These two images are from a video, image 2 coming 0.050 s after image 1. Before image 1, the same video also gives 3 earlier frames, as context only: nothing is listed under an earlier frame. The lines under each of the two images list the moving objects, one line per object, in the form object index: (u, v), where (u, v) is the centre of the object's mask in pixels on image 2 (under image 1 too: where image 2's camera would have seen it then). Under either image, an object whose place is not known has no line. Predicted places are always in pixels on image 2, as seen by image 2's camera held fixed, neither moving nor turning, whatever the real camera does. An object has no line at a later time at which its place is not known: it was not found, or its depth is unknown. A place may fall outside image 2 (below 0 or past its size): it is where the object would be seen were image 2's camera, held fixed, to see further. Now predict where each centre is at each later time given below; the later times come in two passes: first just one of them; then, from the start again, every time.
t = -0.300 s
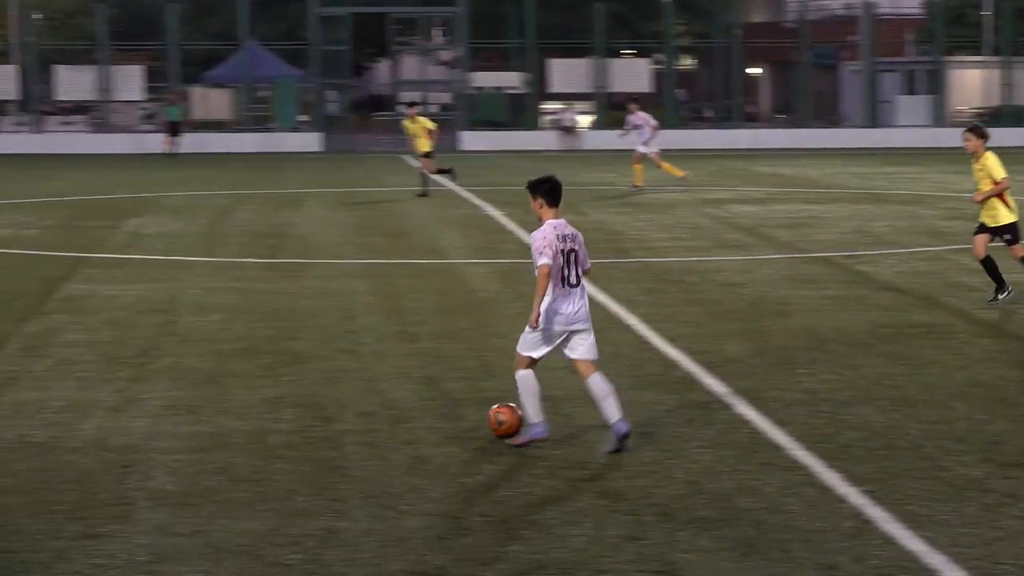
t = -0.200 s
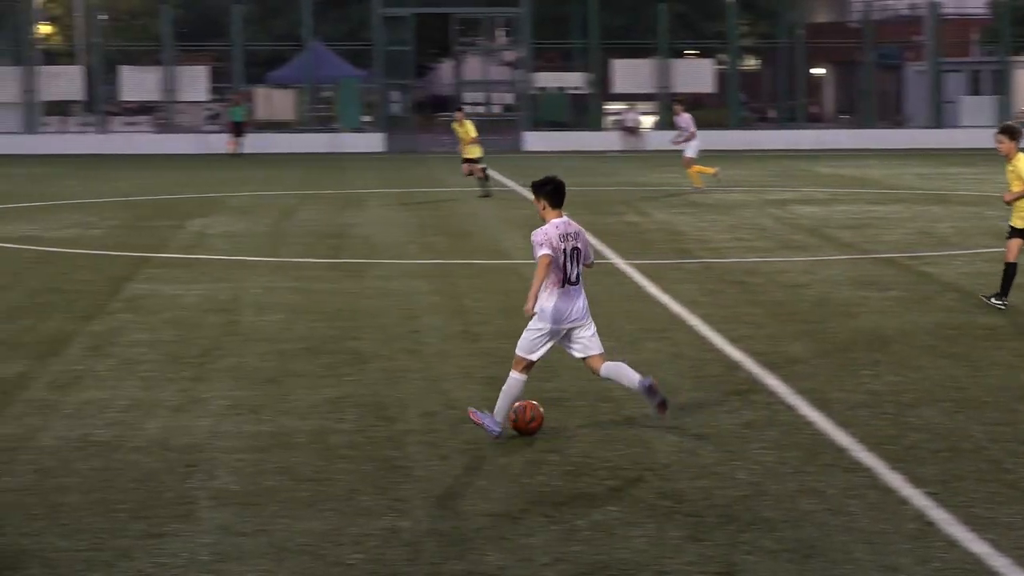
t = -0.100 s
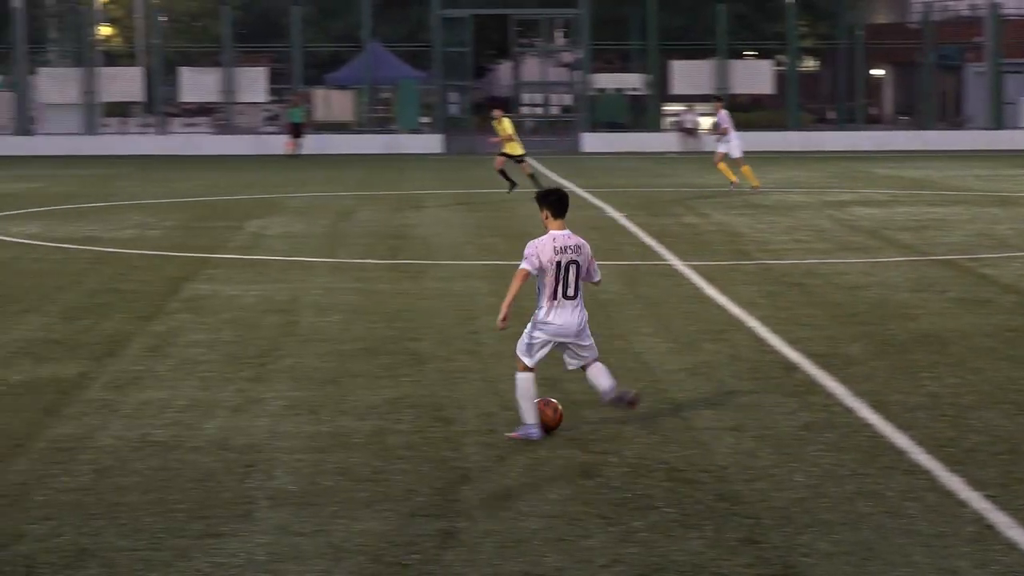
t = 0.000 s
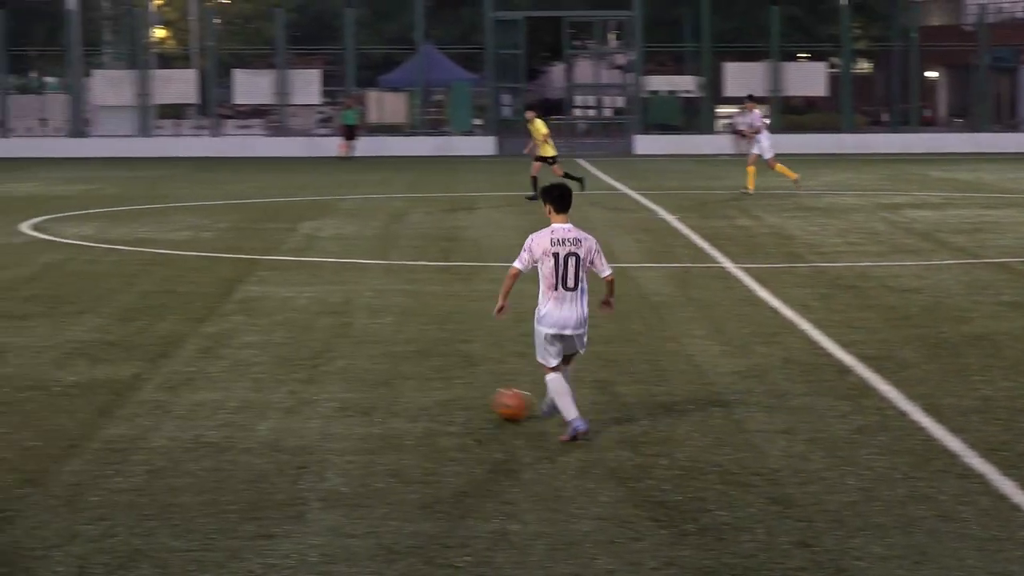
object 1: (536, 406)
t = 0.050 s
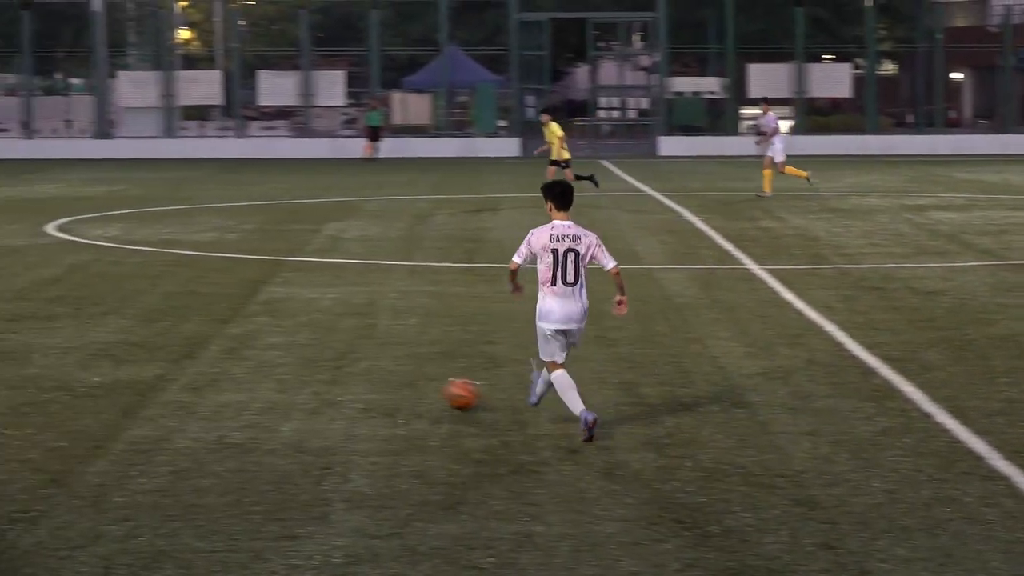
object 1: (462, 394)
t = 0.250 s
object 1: (221, 360)
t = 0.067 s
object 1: (438, 391)
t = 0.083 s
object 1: (415, 388)
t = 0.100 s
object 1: (393, 385)
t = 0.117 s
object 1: (372, 383)
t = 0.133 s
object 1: (350, 380)
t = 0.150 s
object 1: (331, 377)
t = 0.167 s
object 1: (312, 373)
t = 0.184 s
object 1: (294, 370)
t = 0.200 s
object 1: (275, 367)
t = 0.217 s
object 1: (255, 364)
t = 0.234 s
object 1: (239, 362)
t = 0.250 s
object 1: (221, 360)
